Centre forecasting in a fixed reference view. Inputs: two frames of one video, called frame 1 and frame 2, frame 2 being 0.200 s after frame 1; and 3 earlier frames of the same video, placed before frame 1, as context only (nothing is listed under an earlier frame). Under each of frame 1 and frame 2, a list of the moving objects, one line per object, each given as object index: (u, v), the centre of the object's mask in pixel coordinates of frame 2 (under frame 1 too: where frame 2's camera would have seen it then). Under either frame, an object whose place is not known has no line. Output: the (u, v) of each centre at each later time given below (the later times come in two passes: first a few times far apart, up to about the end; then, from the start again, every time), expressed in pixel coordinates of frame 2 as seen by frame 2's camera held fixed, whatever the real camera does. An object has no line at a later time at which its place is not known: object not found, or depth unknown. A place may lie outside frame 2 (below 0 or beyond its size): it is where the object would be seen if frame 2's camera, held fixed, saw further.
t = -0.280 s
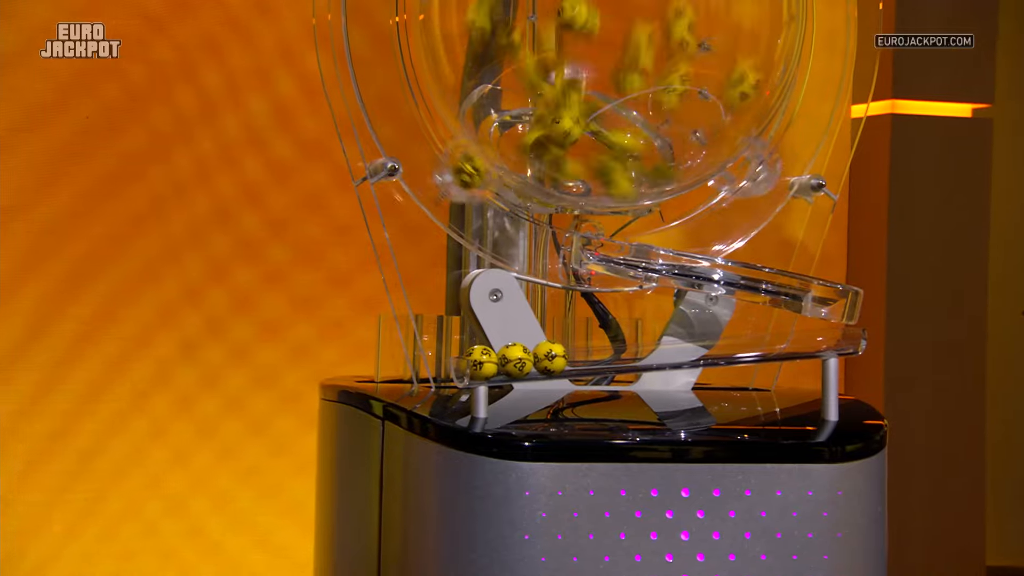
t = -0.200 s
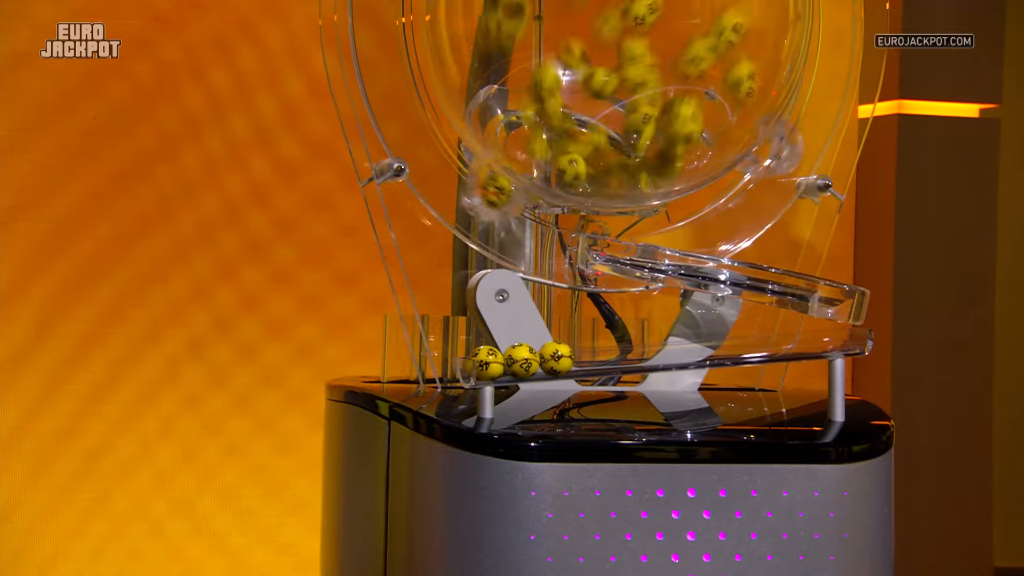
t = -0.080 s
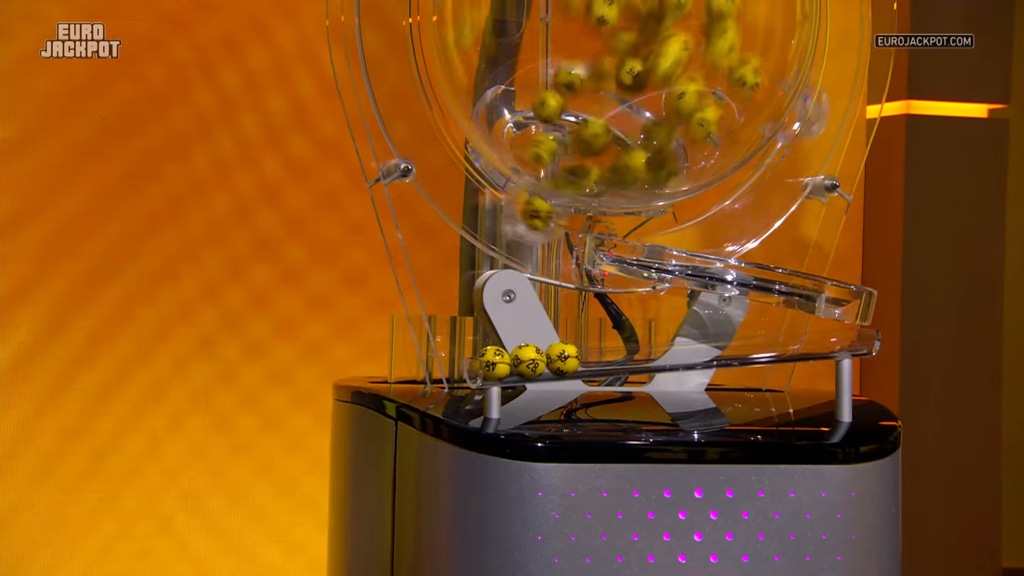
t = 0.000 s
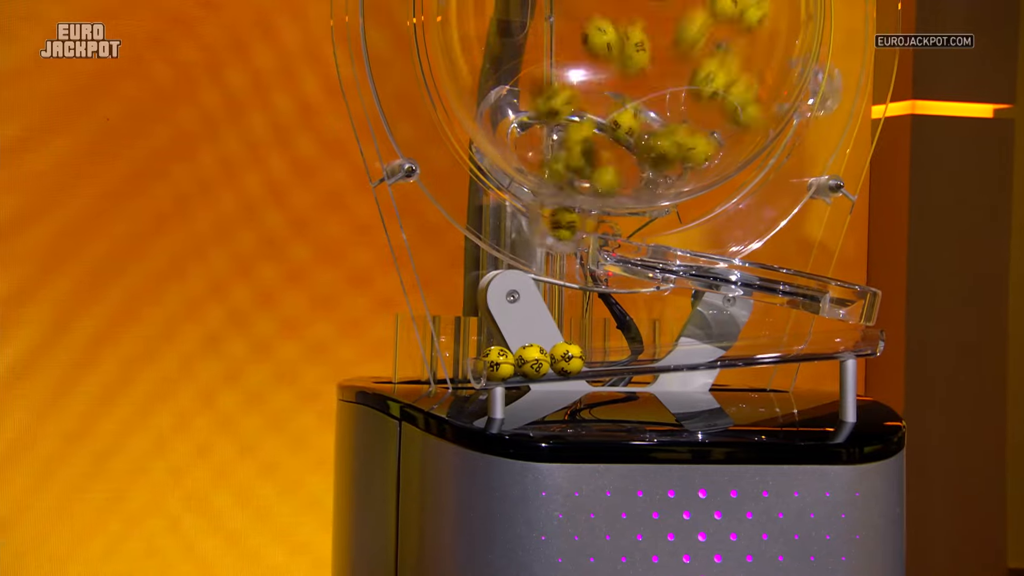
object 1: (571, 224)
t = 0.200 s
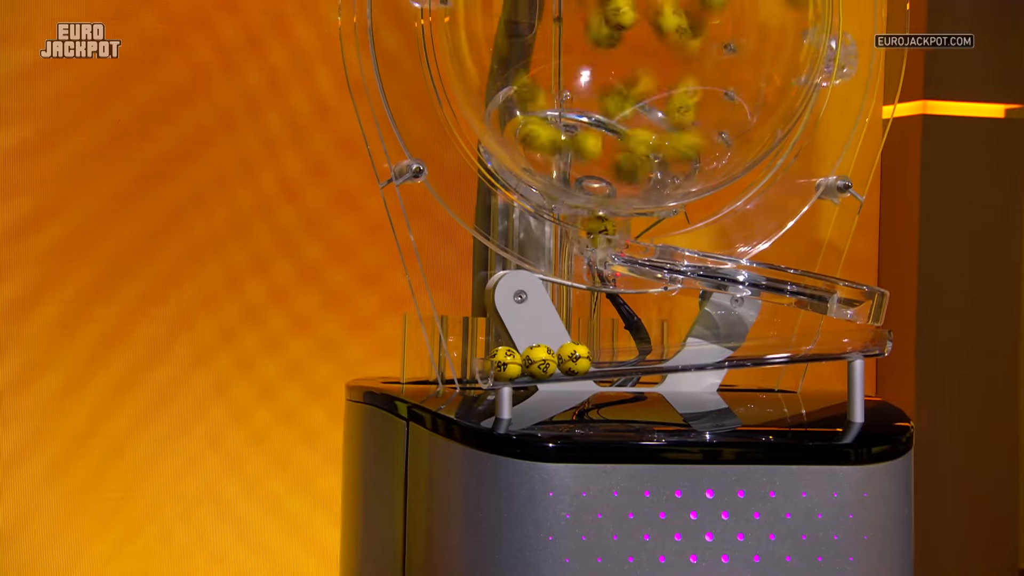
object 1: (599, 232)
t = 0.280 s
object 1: (607, 230)
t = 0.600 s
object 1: (639, 241)
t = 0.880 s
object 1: (704, 261)
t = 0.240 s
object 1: (603, 231)
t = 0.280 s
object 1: (607, 230)
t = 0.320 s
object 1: (610, 232)
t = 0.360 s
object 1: (614, 232)
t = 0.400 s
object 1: (618, 233)
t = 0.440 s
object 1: (621, 234)
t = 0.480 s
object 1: (628, 235)
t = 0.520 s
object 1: (632, 237)
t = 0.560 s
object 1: (635, 238)
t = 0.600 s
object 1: (639, 241)
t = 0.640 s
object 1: (644, 246)
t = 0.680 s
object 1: (654, 245)
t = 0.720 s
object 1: (667, 251)
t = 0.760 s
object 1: (677, 253)
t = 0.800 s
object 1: (686, 257)
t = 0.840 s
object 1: (696, 257)
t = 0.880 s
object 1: (704, 261)
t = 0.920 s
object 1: (715, 262)
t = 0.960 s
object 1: (726, 264)
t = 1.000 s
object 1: (737, 266)
